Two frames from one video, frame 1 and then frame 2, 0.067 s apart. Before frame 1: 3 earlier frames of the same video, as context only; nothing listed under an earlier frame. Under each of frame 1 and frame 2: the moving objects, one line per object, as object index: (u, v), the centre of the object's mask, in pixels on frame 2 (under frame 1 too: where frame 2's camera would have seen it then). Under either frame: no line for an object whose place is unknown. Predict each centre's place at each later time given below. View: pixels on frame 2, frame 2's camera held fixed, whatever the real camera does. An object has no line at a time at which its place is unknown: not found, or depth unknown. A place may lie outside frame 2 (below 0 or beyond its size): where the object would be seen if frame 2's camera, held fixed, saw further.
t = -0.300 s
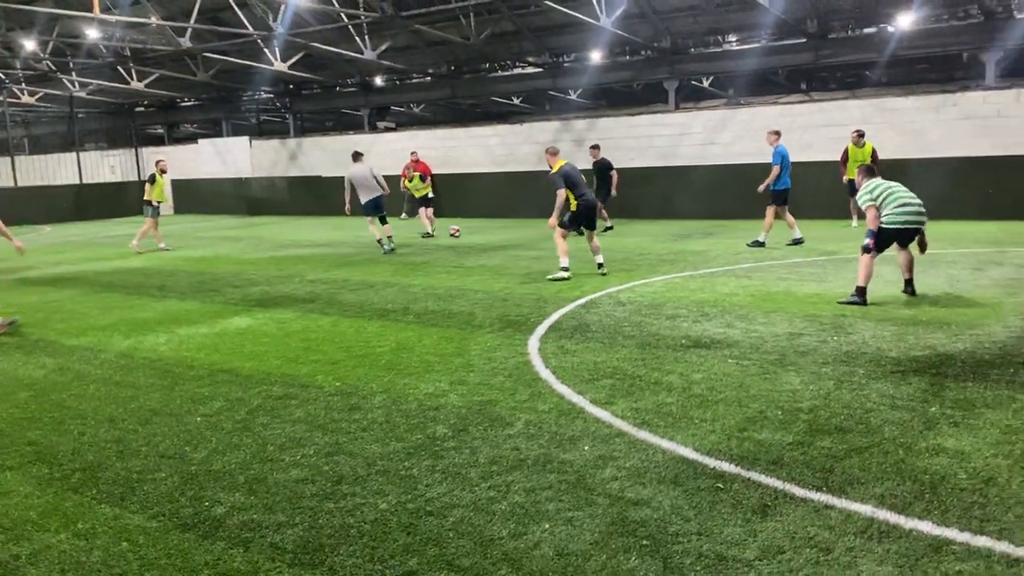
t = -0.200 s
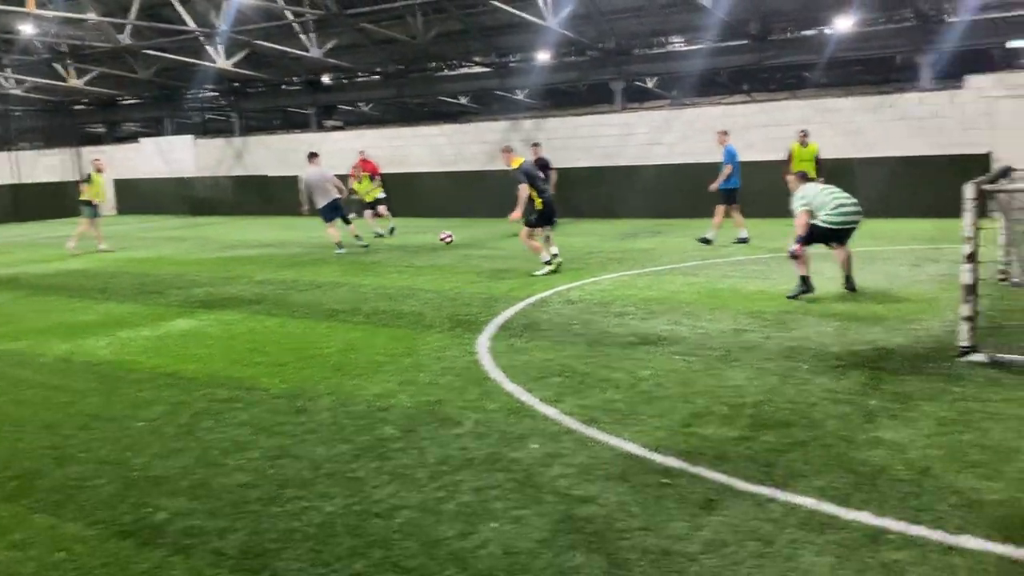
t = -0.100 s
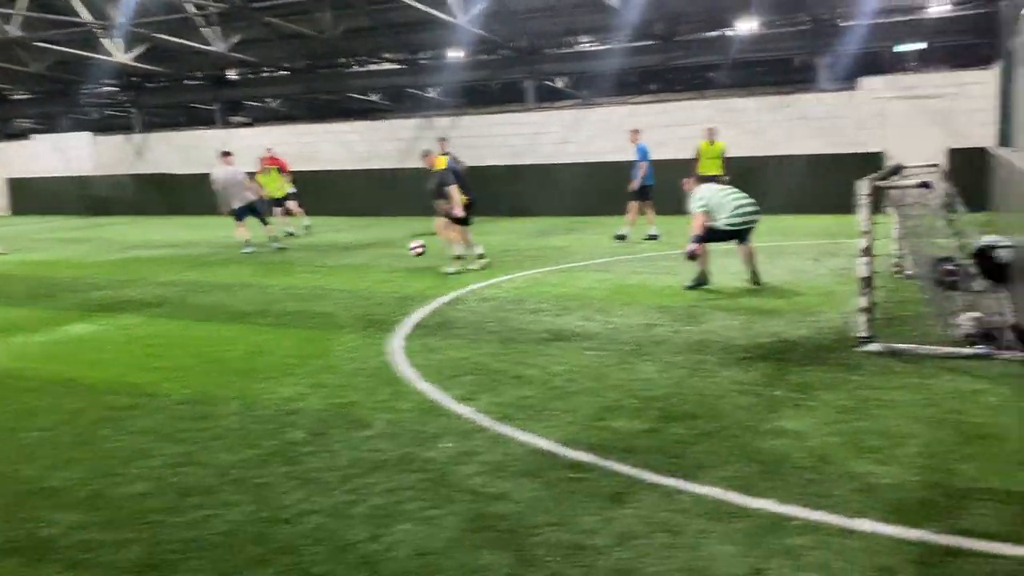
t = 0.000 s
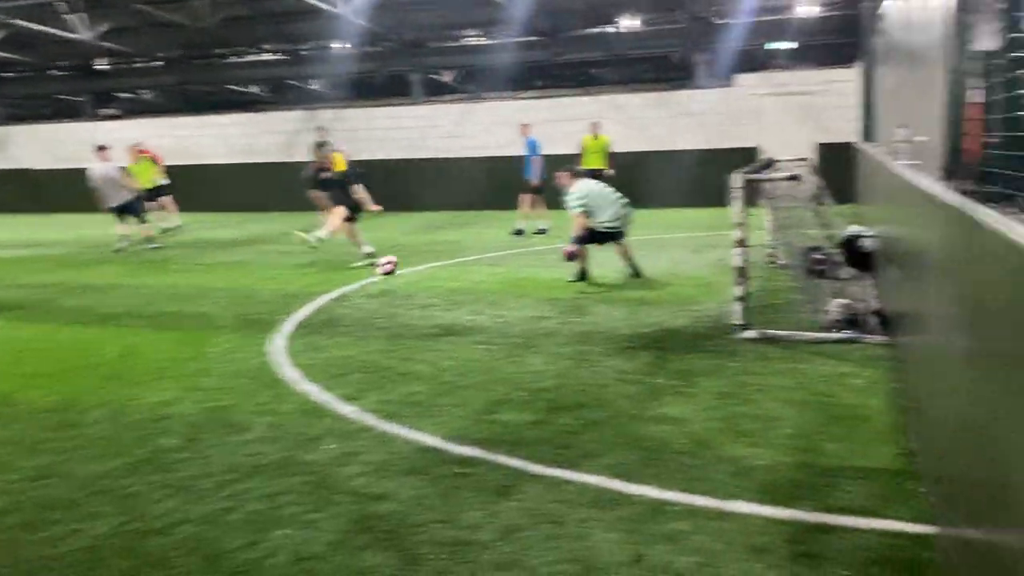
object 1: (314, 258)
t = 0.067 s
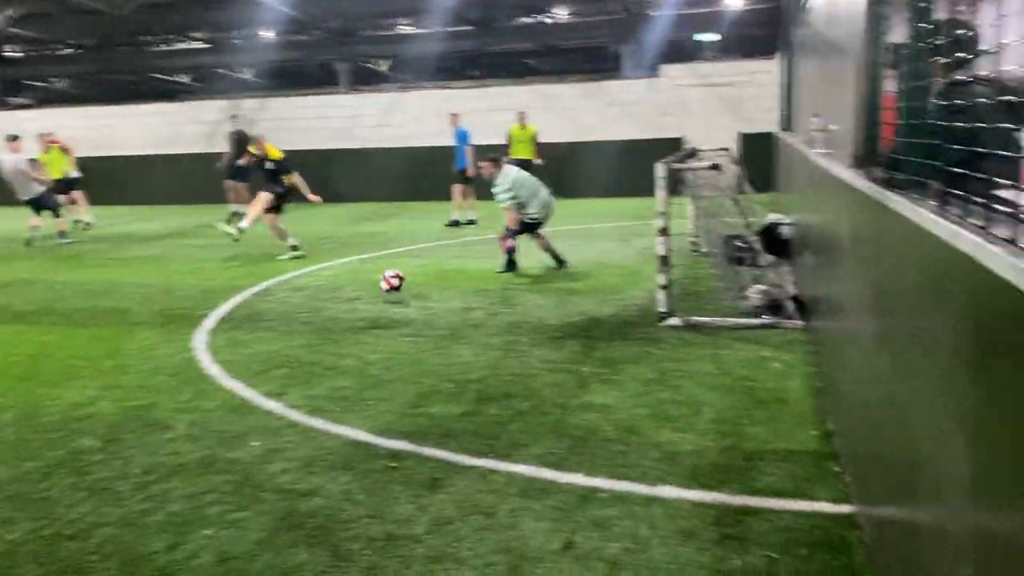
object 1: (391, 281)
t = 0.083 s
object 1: (413, 288)
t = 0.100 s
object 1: (435, 296)
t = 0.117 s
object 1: (461, 301)
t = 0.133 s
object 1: (484, 303)
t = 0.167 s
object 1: (533, 305)
